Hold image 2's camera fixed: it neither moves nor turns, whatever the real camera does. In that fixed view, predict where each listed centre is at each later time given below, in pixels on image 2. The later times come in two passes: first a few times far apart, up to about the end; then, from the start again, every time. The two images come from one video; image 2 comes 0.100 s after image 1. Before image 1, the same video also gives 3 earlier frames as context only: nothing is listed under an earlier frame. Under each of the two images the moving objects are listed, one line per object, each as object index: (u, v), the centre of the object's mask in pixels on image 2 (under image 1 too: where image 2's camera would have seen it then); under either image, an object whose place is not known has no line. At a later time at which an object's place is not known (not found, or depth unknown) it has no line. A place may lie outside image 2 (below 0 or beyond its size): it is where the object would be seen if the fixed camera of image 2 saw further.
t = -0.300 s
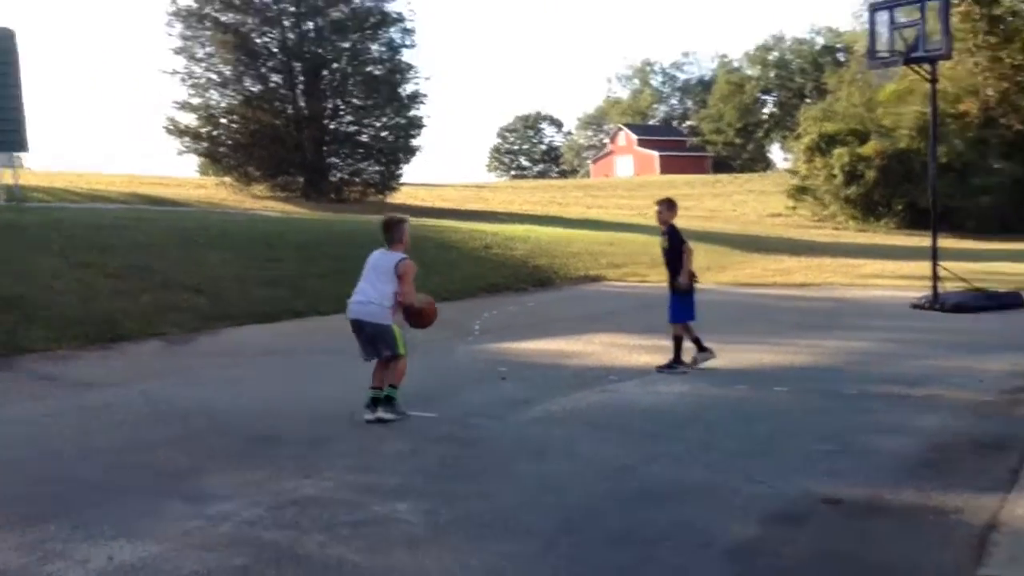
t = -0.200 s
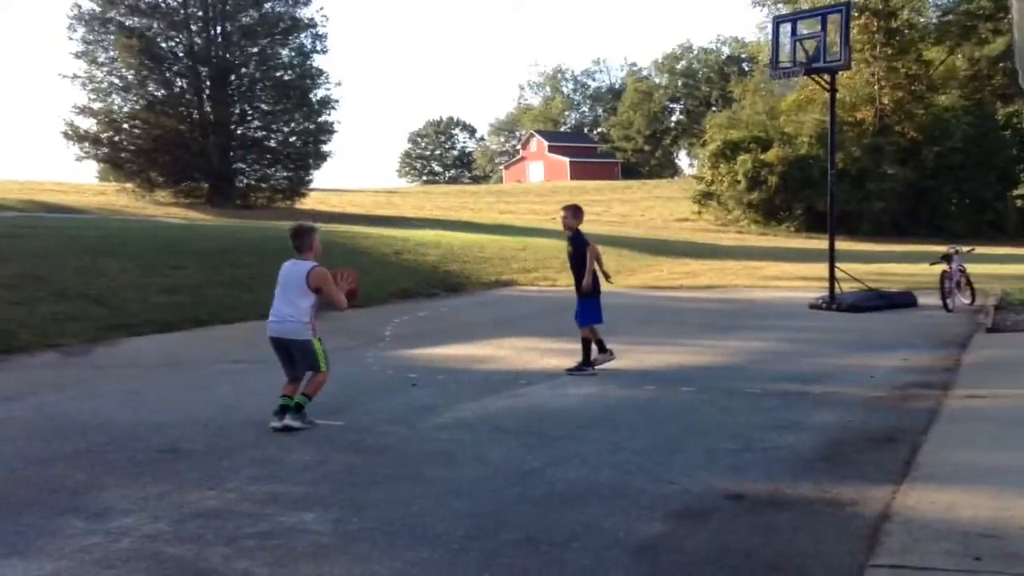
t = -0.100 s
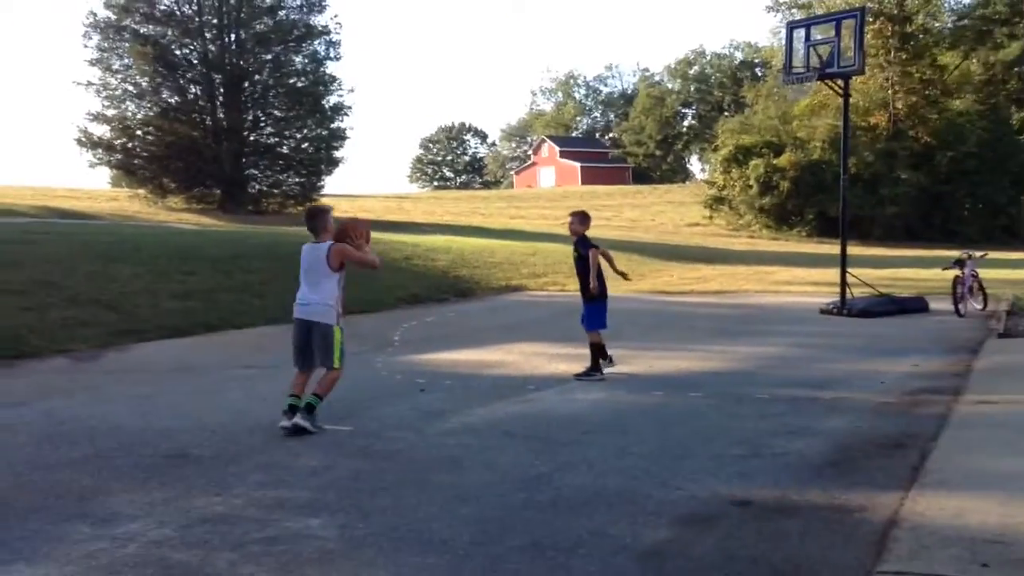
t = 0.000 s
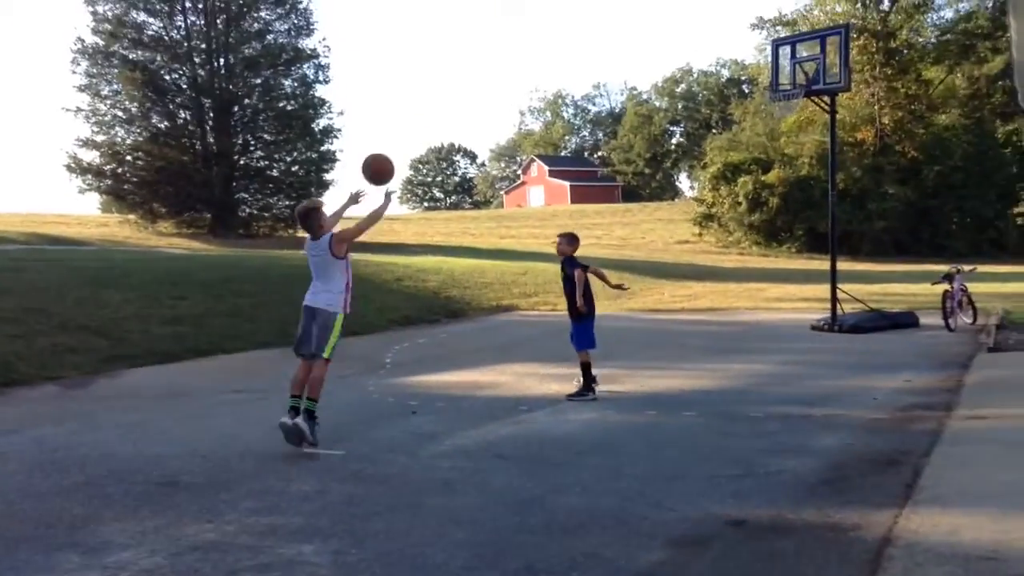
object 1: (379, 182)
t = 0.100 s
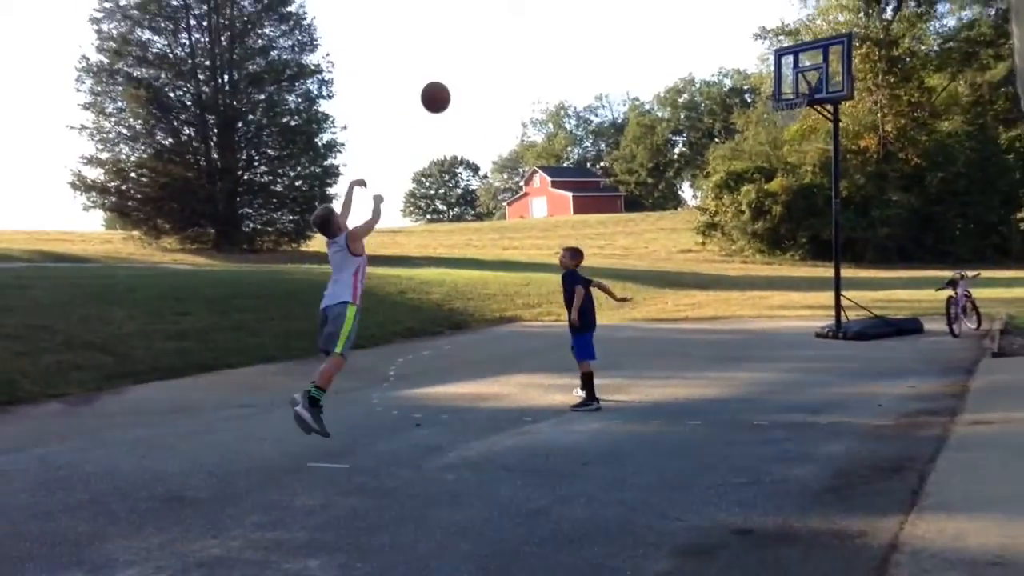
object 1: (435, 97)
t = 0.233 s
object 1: (503, 19)
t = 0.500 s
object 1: (607, -48)
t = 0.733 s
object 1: (683, -34)
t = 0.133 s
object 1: (453, 74)
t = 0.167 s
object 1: (470, 53)
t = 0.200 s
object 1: (486, 34)
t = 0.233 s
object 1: (503, 19)
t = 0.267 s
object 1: (518, 4)
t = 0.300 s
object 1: (532, -8)
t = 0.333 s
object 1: (544, -19)
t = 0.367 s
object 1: (557, -28)
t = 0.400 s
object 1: (570, -35)
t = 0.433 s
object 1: (583, -41)
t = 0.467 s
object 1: (595, -45)
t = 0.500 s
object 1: (607, -48)
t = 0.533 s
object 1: (618, -50)
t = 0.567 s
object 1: (629, -51)
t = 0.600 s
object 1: (641, -49)
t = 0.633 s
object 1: (653, -47)
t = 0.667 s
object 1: (663, -43)
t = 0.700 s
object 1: (674, -39)
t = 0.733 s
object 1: (683, -34)
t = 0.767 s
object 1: (692, -28)
